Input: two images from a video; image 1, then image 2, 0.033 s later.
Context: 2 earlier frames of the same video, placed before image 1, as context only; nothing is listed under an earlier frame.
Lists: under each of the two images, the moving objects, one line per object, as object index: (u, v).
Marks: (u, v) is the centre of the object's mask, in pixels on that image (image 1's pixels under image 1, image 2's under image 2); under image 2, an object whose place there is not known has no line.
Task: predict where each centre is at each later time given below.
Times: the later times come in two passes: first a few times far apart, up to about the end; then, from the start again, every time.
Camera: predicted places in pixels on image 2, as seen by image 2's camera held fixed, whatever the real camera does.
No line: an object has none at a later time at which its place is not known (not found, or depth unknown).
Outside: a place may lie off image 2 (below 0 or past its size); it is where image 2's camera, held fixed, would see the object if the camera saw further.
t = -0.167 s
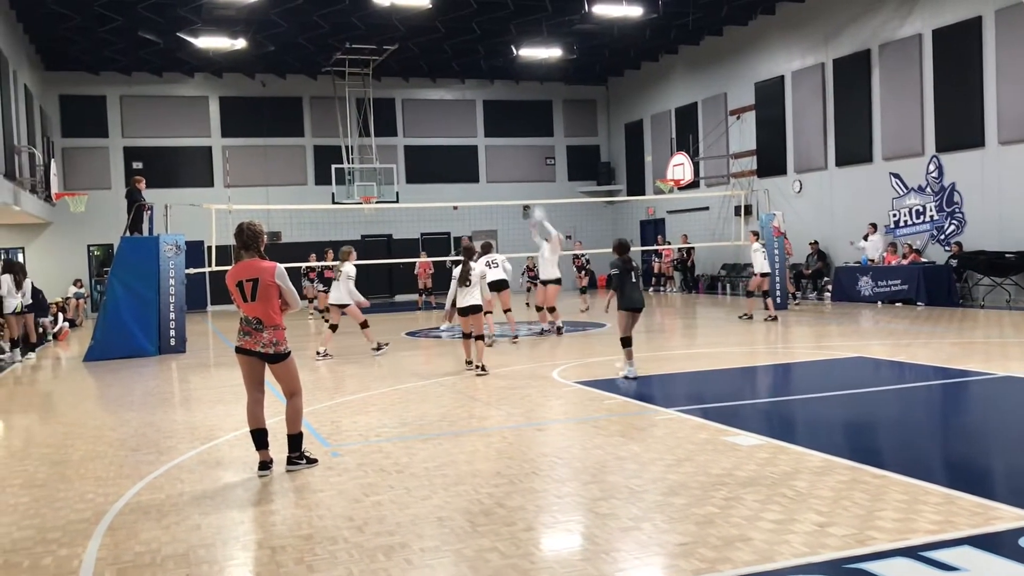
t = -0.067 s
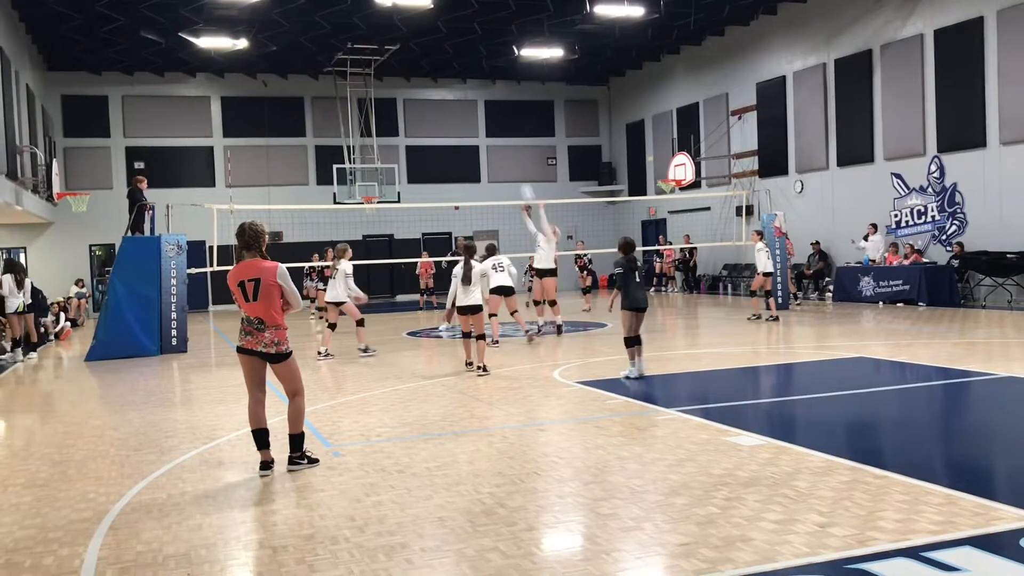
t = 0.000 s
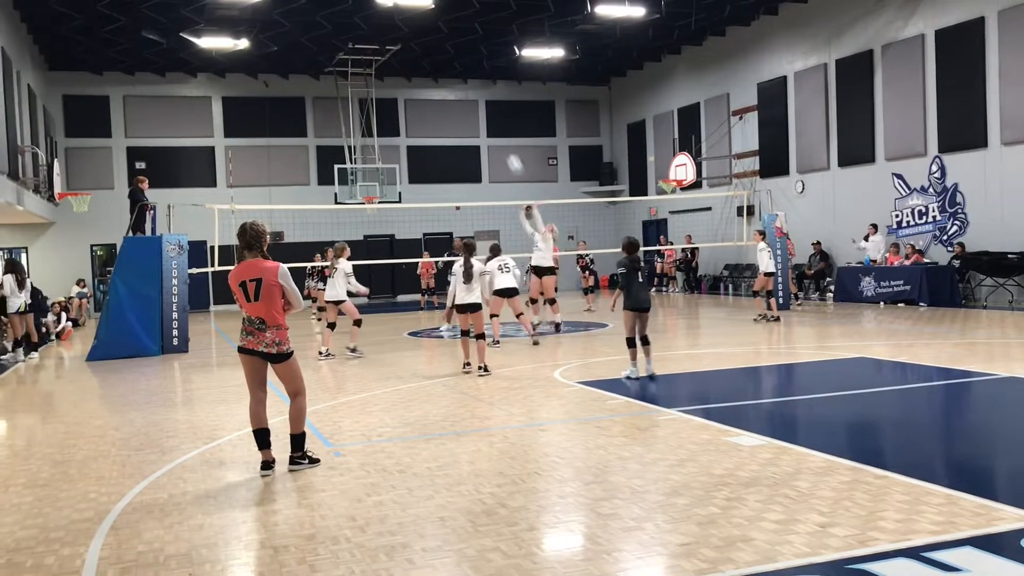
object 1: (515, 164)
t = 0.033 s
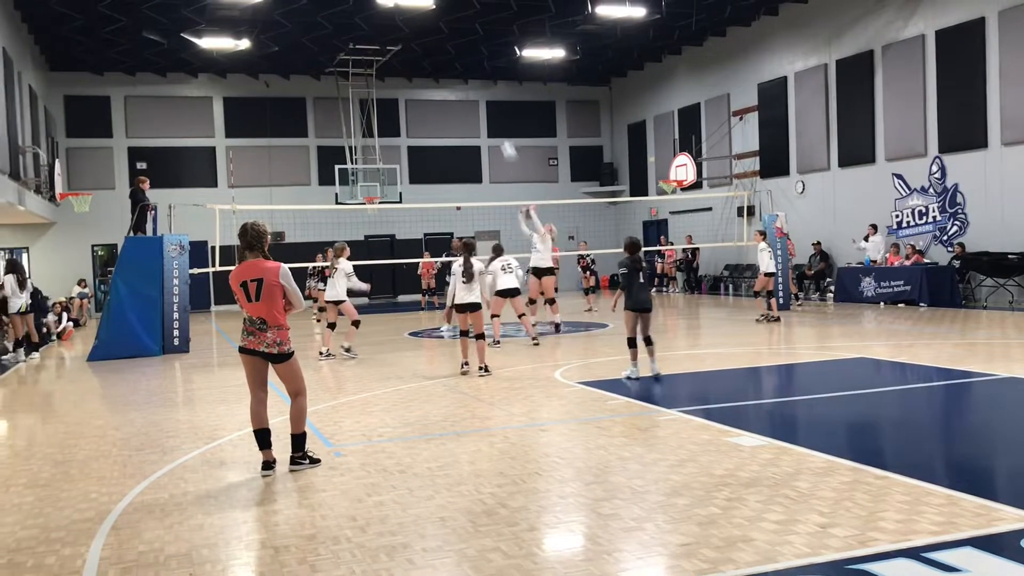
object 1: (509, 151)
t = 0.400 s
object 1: (437, 44)
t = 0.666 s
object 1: (386, 23)
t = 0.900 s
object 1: (343, 44)
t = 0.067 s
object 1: (502, 137)
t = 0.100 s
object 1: (495, 125)
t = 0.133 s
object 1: (488, 113)
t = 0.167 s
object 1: (482, 102)
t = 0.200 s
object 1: (475, 91)
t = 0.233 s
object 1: (469, 82)
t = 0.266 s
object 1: (463, 73)
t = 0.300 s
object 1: (456, 65)
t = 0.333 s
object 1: (450, 57)
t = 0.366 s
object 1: (443, 50)
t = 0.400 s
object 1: (437, 44)
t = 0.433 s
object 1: (430, 39)
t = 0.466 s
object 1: (424, 35)
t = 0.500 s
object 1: (417, 31)
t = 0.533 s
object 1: (411, 28)
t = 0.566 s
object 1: (405, 25)
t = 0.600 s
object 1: (399, 24)
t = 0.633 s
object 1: (392, 23)
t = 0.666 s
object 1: (386, 23)
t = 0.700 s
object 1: (380, 23)
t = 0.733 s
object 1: (374, 25)
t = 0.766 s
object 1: (368, 27)
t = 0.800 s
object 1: (362, 30)
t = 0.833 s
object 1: (356, 34)
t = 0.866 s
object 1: (349, 38)
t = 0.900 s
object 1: (343, 44)
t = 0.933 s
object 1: (338, 49)
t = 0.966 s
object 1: (332, 56)
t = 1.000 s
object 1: (326, 64)
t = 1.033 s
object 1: (321, 72)
